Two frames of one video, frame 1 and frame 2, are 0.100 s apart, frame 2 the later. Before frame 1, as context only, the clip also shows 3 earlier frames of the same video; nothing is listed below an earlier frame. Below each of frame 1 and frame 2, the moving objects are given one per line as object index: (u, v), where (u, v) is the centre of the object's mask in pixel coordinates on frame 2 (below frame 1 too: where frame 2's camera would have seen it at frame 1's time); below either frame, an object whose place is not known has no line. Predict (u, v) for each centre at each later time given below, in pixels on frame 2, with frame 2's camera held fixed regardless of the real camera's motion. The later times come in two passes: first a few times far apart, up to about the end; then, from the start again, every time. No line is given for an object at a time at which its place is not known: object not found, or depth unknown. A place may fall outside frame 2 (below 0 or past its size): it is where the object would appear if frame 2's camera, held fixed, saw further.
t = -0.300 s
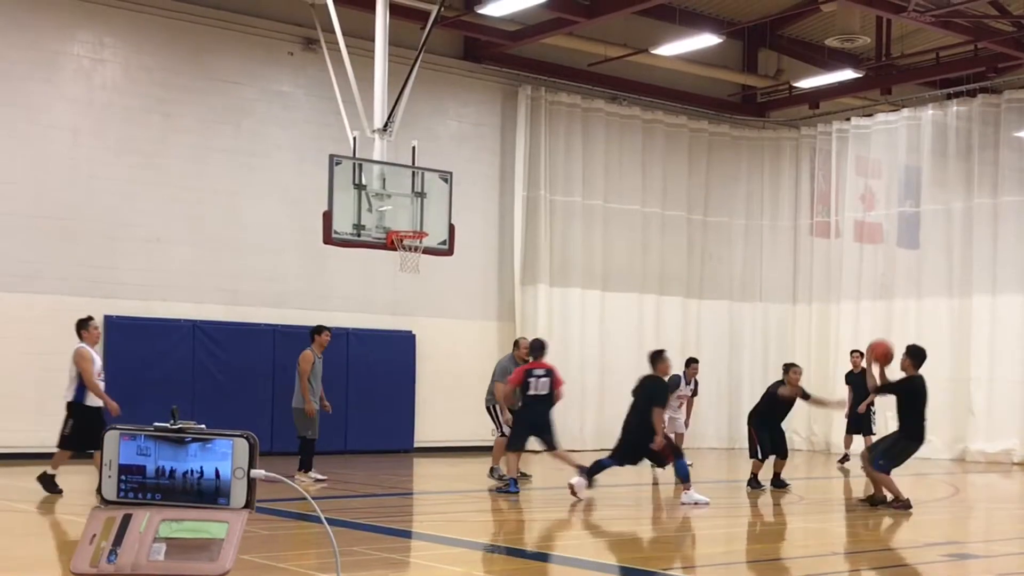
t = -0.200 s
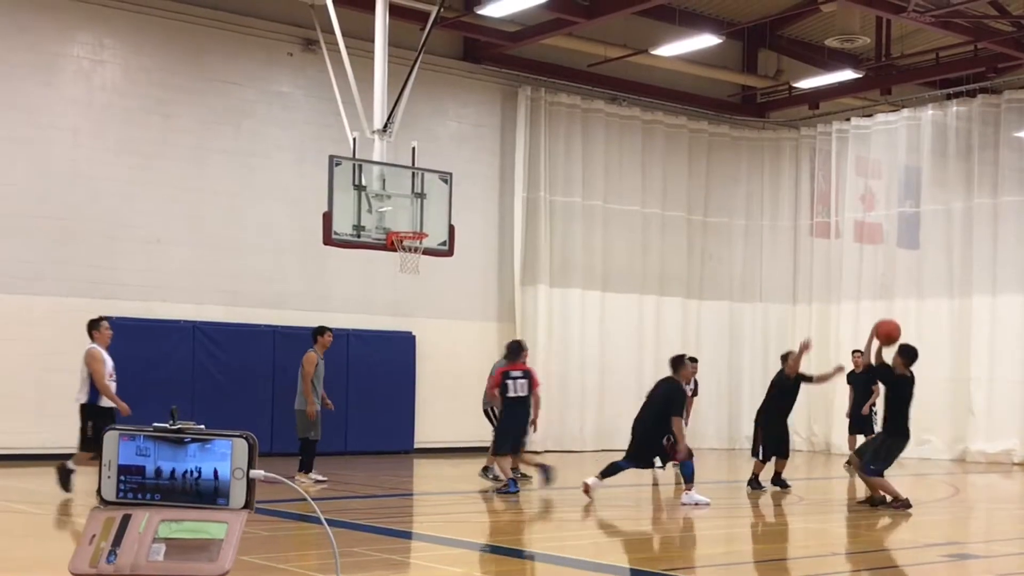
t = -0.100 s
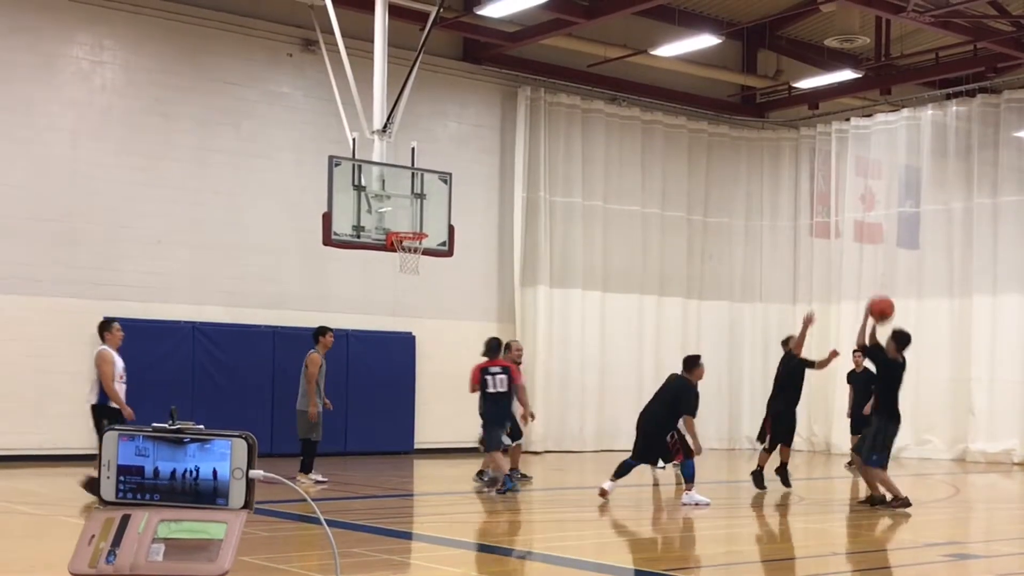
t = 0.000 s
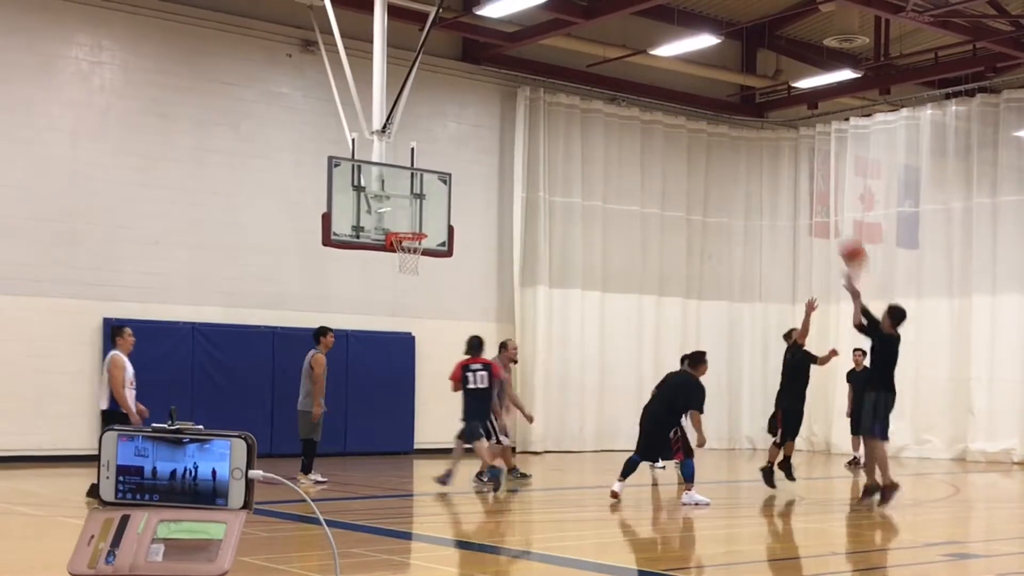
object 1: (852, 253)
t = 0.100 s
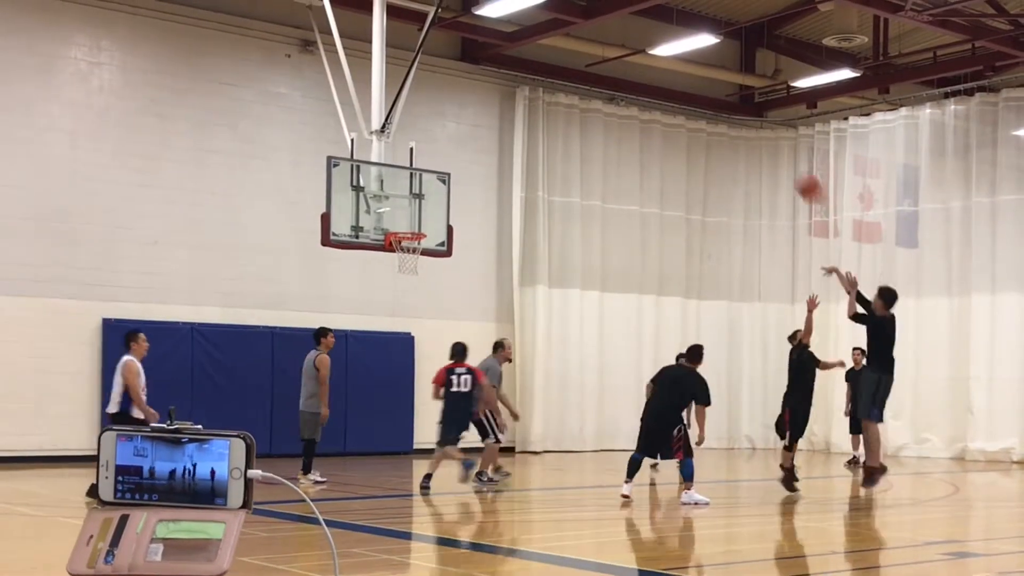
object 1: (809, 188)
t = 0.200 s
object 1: (768, 136)
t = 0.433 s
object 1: (679, 63)
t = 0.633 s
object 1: (612, 39)
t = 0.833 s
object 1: (548, 53)
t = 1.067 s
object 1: (480, 111)
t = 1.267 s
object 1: (429, 188)
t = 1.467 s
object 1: (400, 207)
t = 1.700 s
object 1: (385, 196)
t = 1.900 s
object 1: (369, 224)
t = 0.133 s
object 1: (796, 170)
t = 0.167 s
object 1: (782, 152)
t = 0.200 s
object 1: (768, 136)
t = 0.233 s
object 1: (755, 120)
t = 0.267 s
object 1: (741, 107)
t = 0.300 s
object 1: (730, 97)
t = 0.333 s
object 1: (716, 86)
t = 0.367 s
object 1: (704, 74)
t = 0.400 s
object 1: (691, 66)
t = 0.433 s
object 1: (679, 63)
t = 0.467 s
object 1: (668, 54)
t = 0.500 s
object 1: (654, 48)
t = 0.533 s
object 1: (644, 43)
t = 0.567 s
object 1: (634, 40)
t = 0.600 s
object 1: (621, 39)
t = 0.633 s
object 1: (612, 39)
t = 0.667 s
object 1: (601, 39)
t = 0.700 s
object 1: (588, 40)
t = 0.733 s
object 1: (578, 41)
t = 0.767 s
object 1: (568, 44)
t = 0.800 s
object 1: (558, 46)
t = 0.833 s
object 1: (548, 53)
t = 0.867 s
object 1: (536, 60)
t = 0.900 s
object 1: (528, 65)
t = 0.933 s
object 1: (518, 72)
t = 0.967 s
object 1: (508, 81)
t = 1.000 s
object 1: (500, 91)
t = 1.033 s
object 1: (489, 101)
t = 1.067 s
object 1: (480, 111)
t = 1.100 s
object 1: (472, 121)
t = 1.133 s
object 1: (462, 134)
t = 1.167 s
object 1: (453, 146)
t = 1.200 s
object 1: (445, 159)
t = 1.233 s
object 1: (436, 173)
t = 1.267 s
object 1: (429, 188)
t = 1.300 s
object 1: (420, 203)
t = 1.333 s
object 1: (410, 220)
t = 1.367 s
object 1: (407, 223)
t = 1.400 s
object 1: (405, 217)
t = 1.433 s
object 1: (403, 211)
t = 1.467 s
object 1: (400, 207)
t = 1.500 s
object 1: (398, 203)
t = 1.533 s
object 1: (396, 200)
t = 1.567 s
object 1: (394, 197)
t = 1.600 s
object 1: (392, 196)
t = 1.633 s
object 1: (390, 195)
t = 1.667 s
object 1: (388, 195)
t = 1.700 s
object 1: (385, 196)
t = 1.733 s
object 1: (383, 198)
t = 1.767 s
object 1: (380, 202)
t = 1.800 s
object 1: (377, 205)
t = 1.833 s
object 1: (374, 210)
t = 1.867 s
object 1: (372, 217)
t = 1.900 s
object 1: (369, 224)
